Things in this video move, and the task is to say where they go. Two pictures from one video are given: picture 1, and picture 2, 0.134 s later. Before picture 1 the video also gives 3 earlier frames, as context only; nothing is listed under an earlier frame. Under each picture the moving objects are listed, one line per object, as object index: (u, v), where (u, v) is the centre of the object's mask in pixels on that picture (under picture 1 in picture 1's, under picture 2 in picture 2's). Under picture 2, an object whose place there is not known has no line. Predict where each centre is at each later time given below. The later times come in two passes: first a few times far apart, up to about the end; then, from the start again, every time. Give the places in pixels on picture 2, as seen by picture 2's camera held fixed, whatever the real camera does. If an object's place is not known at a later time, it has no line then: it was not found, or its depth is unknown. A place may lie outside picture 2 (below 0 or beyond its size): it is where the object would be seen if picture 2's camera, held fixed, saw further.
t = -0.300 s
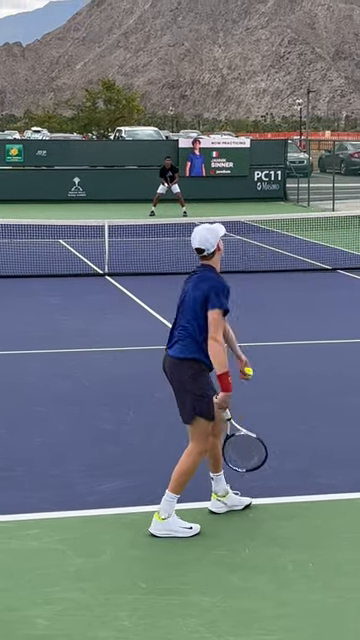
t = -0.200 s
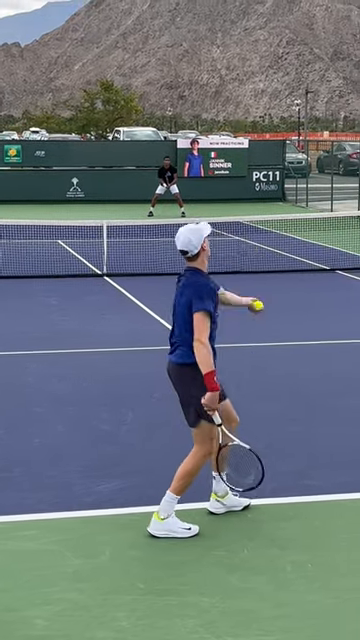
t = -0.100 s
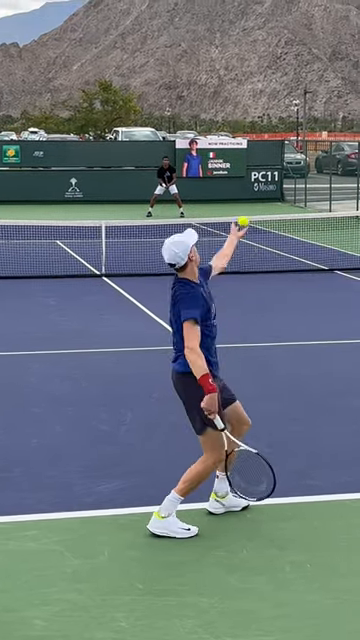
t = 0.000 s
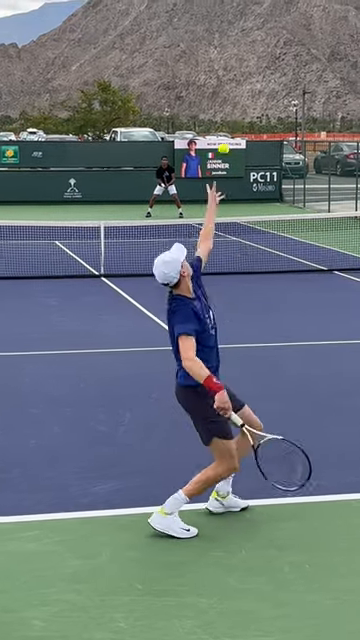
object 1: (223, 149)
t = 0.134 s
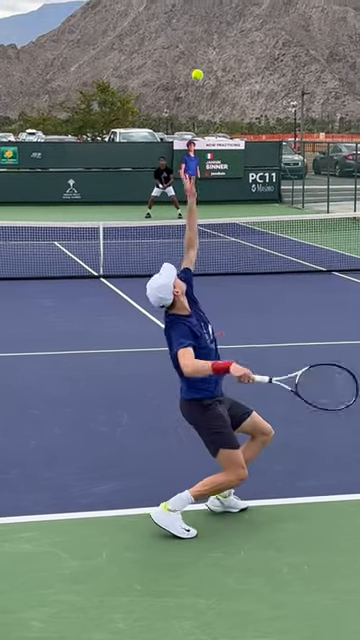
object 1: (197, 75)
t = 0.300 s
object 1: (166, 20)
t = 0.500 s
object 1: (128, 12)
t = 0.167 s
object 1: (191, 60)
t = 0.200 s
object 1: (184, 47)
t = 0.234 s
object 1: (178, 37)
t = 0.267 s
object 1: (171, 27)
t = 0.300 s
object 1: (166, 20)
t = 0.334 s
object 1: (159, 14)
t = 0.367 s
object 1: (153, 10)
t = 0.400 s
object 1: (146, 7)
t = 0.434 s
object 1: (140, 7)
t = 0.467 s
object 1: (134, 8)
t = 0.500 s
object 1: (128, 12)
